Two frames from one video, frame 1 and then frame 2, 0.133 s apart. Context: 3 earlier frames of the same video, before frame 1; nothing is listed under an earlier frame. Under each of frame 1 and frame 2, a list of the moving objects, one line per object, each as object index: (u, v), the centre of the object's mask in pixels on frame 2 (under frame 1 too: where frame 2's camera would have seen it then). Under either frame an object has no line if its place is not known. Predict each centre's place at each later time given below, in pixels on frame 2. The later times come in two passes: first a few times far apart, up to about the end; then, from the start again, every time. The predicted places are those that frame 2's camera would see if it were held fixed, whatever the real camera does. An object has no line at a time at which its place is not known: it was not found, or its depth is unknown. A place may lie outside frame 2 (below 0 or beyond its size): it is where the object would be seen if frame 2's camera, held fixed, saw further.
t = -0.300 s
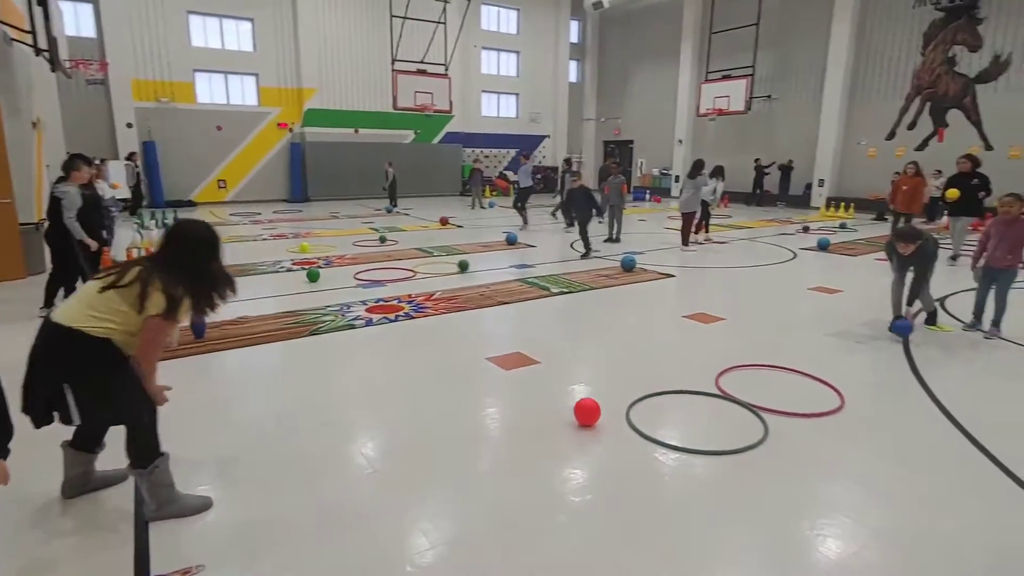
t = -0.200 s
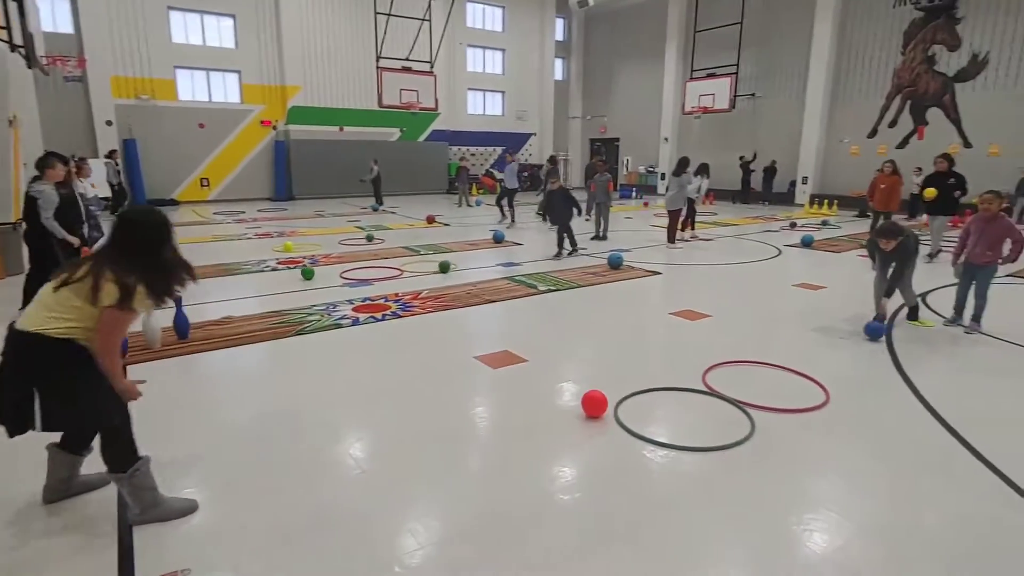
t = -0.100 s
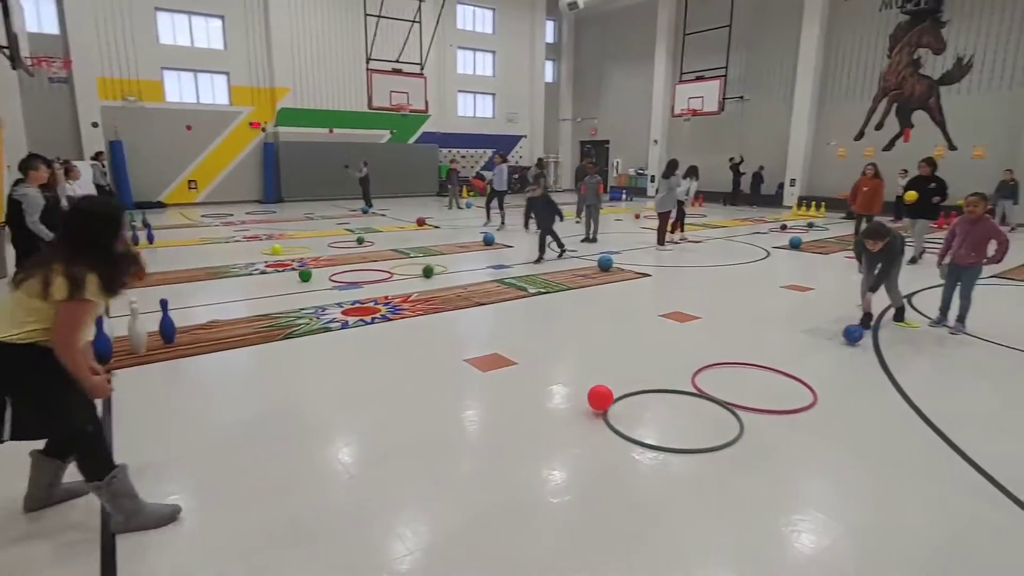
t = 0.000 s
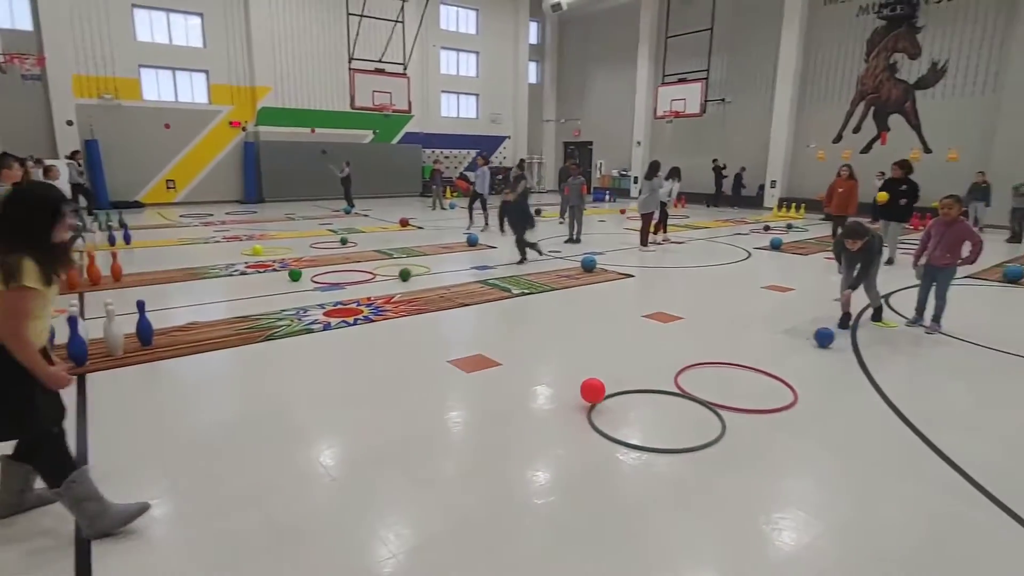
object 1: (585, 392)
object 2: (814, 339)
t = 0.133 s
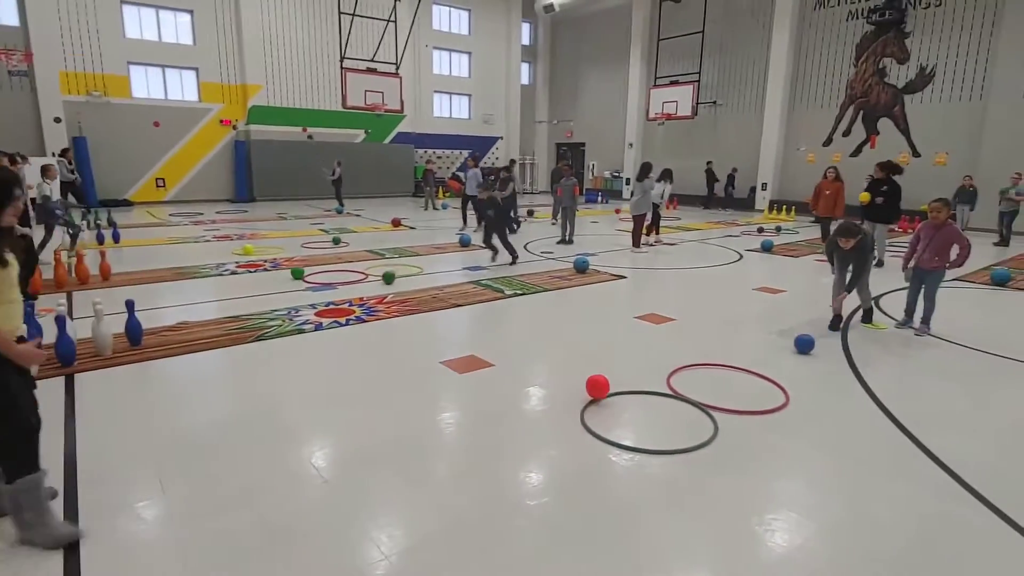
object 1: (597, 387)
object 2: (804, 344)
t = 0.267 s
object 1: (609, 381)
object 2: (793, 348)
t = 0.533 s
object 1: (627, 370)
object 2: (771, 356)
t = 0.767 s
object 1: (640, 360)
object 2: (752, 360)
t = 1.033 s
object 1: (653, 350)
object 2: (736, 369)
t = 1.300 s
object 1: (665, 341)
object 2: (720, 374)
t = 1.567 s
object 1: (675, 334)
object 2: (703, 380)
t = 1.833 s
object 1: (685, 327)
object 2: (687, 385)
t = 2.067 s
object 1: (692, 322)
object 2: (685, 385)
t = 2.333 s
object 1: (700, 316)
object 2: (683, 387)
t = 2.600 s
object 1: (708, 311)
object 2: (682, 387)
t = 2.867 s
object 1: (714, 307)
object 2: (682, 385)
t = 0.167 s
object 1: (601, 384)
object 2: (801, 345)
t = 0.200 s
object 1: (604, 383)
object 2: (799, 346)
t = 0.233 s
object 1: (607, 382)
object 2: (796, 347)
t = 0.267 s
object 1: (609, 381)
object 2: (793, 348)
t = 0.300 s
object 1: (612, 380)
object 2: (791, 349)
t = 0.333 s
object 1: (614, 380)
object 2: (788, 350)
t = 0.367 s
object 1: (616, 378)
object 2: (785, 351)
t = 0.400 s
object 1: (618, 377)
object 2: (782, 352)
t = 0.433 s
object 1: (620, 375)
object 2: (779, 353)
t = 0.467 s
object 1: (623, 373)
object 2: (777, 354)
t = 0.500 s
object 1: (625, 372)
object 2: (774, 355)
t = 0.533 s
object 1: (627, 370)
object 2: (771, 356)
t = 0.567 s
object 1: (629, 369)
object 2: (768, 357)
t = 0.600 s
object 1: (631, 367)
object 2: (765, 359)
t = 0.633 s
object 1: (633, 365)
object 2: (762, 360)
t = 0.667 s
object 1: (635, 364)
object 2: (759, 361)
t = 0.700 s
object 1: (636, 363)
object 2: (756, 361)
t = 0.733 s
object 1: (638, 361)
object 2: (754, 361)
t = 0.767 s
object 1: (640, 360)
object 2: (752, 360)
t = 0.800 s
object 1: (642, 359)
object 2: (751, 359)
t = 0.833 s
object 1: (643, 357)
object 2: (749, 359)
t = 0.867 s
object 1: (645, 356)
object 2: (747, 361)
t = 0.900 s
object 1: (647, 355)
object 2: (744, 365)
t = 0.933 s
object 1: (648, 353)
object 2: (742, 366)
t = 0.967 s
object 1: (650, 352)
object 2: (740, 365)
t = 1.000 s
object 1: (651, 351)
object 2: (738, 366)
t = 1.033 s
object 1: (653, 350)
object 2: (736, 369)
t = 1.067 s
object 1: (655, 349)
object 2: (734, 369)
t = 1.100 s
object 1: (656, 347)
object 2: (732, 369)
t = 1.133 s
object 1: (658, 347)
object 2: (730, 371)
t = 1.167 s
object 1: (659, 346)
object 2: (728, 371)
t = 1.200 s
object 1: (661, 344)
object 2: (726, 372)
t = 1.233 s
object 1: (662, 343)
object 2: (724, 373)
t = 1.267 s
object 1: (663, 342)
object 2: (722, 374)
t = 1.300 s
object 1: (665, 341)
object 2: (720, 374)
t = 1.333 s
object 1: (666, 340)
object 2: (718, 375)
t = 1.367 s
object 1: (667, 339)
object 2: (715, 376)
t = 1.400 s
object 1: (669, 338)
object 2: (713, 376)
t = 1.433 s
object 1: (670, 337)
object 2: (711, 377)
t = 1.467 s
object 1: (671, 336)
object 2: (709, 378)
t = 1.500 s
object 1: (673, 335)
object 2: (707, 379)
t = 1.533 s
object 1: (674, 334)
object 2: (705, 380)
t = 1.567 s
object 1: (675, 334)
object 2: (703, 380)
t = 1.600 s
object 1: (677, 333)
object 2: (701, 381)
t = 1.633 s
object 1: (678, 332)
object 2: (698, 382)
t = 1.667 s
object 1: (679, 331)
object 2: (696, 383)
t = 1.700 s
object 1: (680, 330)
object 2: (694, 384)
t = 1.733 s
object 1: (681, 329)
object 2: (692, 384)
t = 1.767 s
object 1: (683, 329)
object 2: (690, 385)
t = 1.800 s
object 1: (683, 328)
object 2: (688, 385)
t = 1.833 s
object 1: (685, 327)
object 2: (687, 385)
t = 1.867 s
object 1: (686, 326)
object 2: (687, 384)
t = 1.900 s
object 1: (687, 325)
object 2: (686, 384)
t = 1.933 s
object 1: (688, 325)
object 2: (686, 384)
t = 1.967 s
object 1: (689, 324)
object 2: (686, 385)
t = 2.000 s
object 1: (690, 323)
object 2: (685, 385)
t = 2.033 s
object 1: (691, 322)
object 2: (685, 385)
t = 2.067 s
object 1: (692, 322)
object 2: (685, 385)
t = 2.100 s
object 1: (693, 321)
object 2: (685, 386)
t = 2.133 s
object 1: (694, 320)
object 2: (685, 386)
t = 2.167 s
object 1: (695, 319)
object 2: (684, 386)
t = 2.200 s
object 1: (697, 319)
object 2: (684, 386)
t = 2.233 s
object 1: (698, 318)
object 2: (684, 386)
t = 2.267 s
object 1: (699, 317)
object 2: (684, 386)
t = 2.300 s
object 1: (700, 316)
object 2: (684, 386)
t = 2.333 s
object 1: (700, 316)
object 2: (683, 387)
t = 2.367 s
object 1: (702, 315)
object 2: (683, 387)
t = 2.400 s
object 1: (702, 315)
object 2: (683, 387)
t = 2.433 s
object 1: (703, 314)
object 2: (683, 387)
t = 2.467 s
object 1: (704, 313)
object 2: (683, 387)
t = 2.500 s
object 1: (705, 313)
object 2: (683, 387)
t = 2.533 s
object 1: (706, 312)
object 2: (683, 387)
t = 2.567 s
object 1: (707, 312)
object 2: (682, 387)
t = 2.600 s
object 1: (708, 311)
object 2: (682, 387)
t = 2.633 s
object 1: (708, 310)
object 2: (682, 386)
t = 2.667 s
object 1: (710, 310)
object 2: (682, 386)
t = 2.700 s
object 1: (710, 309)
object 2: (682, 386)
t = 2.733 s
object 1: (711, 309)
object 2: (682, 386)
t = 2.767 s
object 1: (712, 308)
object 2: (682, 386)
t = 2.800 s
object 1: (713, 308)
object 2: (682, 386)
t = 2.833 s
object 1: (713, 307)
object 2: (682, 385)
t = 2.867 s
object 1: (714, 307)
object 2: (682, 385)
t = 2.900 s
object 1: (715, 306)
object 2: (681, 385)
